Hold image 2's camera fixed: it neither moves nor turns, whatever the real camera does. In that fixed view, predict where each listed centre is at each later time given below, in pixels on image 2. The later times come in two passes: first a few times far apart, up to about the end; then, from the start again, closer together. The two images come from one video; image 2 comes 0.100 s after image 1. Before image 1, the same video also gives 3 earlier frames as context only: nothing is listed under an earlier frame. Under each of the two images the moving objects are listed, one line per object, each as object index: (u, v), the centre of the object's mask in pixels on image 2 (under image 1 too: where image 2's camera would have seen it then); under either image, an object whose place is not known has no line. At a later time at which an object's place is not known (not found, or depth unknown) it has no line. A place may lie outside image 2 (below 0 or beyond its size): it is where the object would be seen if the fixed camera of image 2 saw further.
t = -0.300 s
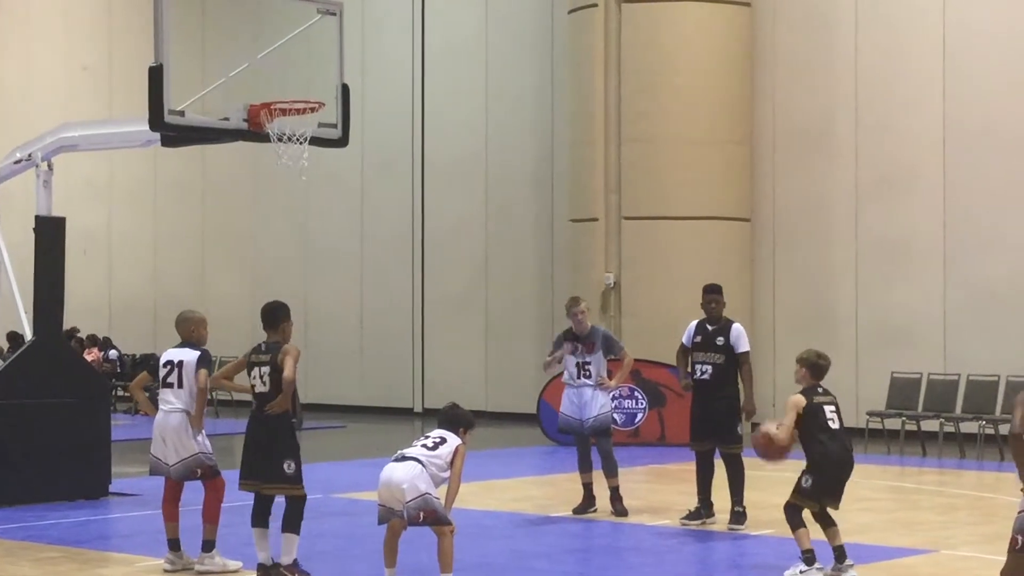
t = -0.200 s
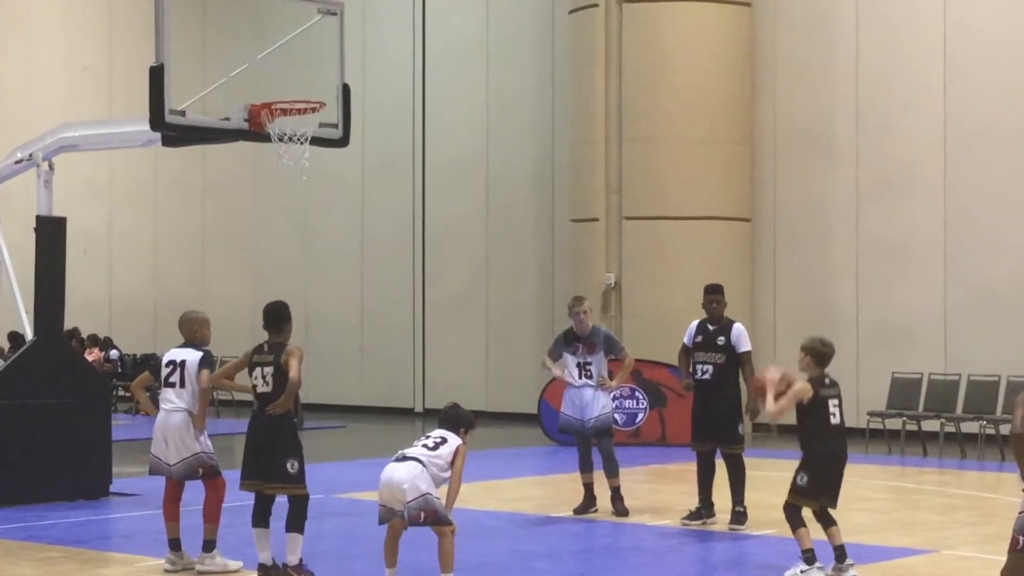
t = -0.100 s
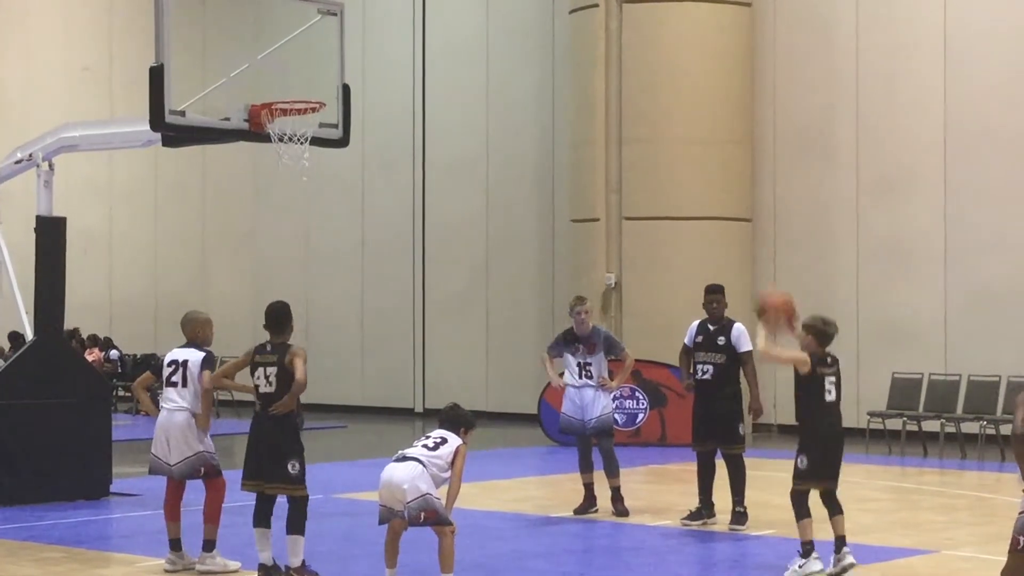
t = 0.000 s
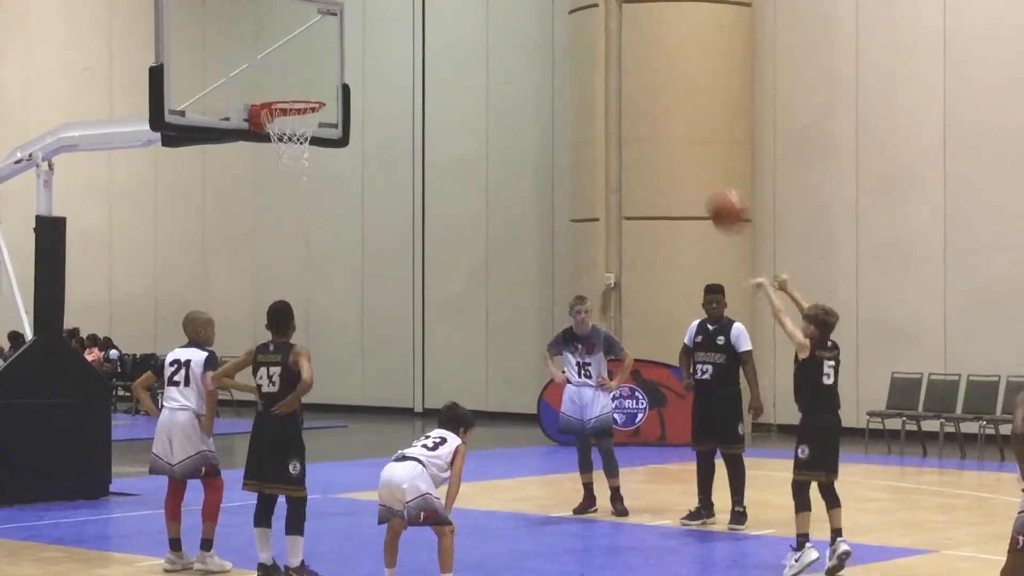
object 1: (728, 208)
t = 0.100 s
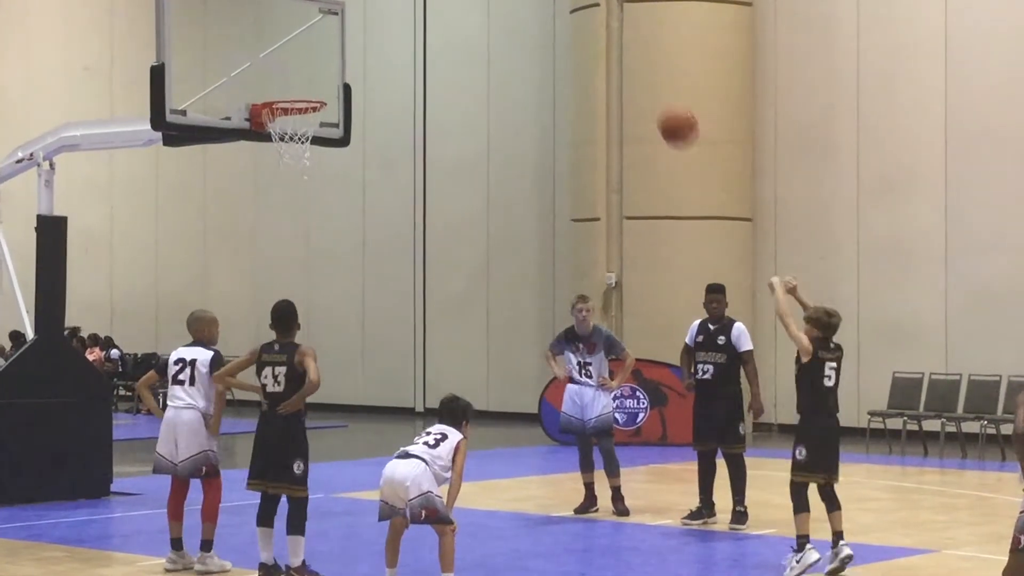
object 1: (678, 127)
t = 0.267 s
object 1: (598, 27)
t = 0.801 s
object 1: (374, 6)
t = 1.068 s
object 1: (280, 118)
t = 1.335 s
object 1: (286, 187)
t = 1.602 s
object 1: (303, 331)
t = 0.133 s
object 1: (661, 102)
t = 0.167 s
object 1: (645, 81)
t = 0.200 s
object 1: (630, 61)
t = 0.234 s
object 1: (613, 42)
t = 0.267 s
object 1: (598, 27)
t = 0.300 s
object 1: (583, 14)
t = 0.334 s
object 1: (569, 8)
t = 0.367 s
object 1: (554, 4)
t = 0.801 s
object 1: (374, 6)
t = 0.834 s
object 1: (363, 10)
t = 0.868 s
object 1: (350, 17)
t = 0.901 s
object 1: (337, 28)
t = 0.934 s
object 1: (324, 44)
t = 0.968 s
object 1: (312, 60)
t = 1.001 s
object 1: (301, 78)
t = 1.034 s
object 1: (289, 91)
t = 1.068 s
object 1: (280, 118)
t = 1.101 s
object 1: (273, 129)
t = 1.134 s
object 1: (274, 139)
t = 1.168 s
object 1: (280, 147)
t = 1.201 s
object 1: (279, 148)
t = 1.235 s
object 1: (280, 155)
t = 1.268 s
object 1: (282, 164)
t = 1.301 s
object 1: (284, 175)
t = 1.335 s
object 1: (286, 187)
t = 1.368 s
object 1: (289, 199)
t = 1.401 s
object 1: (292, 214)
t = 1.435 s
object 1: (294, 230)
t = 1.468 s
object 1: (295, 247)
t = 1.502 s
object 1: (297, 266)
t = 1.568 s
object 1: (301, 309)
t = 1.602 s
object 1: (303, 331)
